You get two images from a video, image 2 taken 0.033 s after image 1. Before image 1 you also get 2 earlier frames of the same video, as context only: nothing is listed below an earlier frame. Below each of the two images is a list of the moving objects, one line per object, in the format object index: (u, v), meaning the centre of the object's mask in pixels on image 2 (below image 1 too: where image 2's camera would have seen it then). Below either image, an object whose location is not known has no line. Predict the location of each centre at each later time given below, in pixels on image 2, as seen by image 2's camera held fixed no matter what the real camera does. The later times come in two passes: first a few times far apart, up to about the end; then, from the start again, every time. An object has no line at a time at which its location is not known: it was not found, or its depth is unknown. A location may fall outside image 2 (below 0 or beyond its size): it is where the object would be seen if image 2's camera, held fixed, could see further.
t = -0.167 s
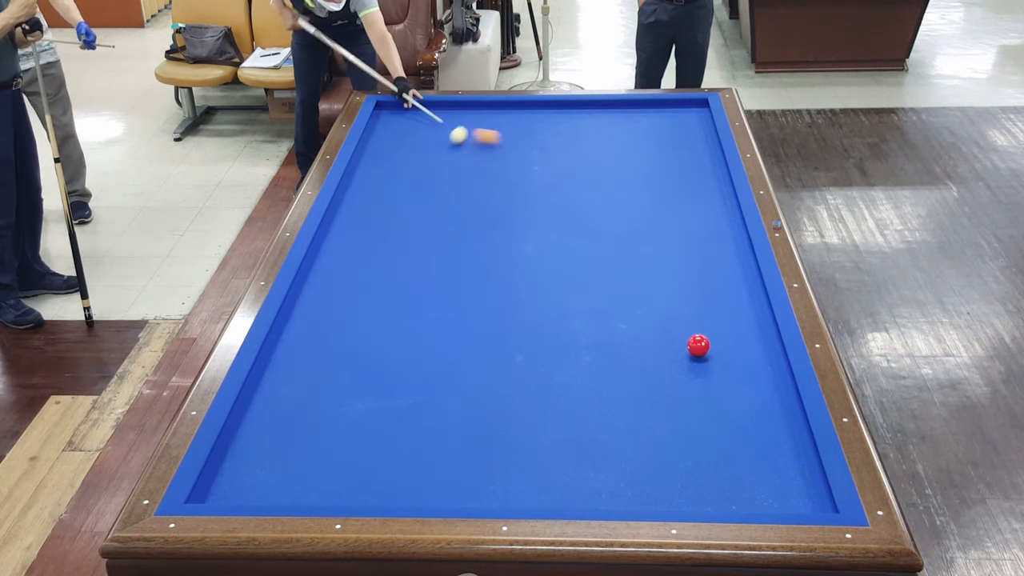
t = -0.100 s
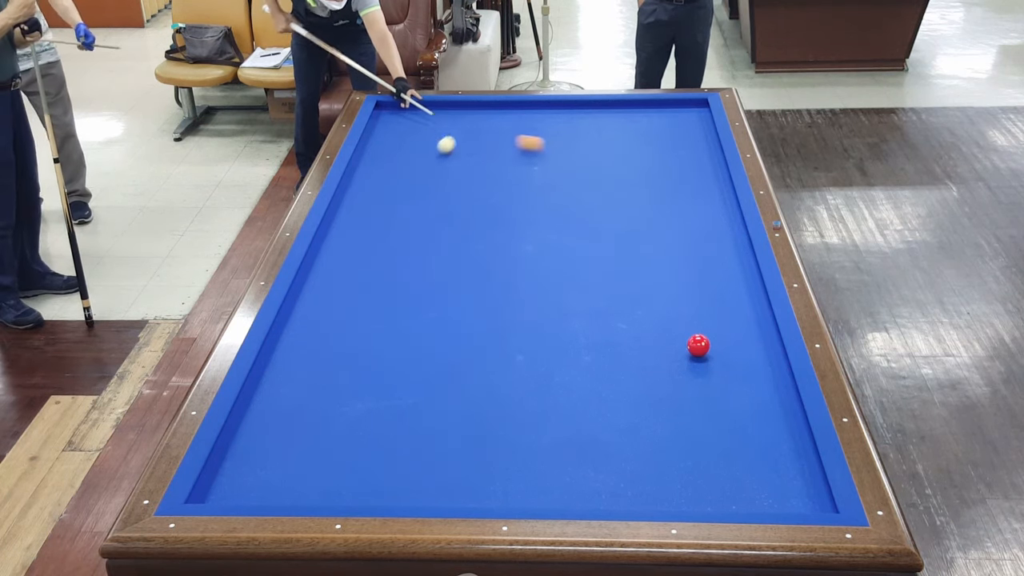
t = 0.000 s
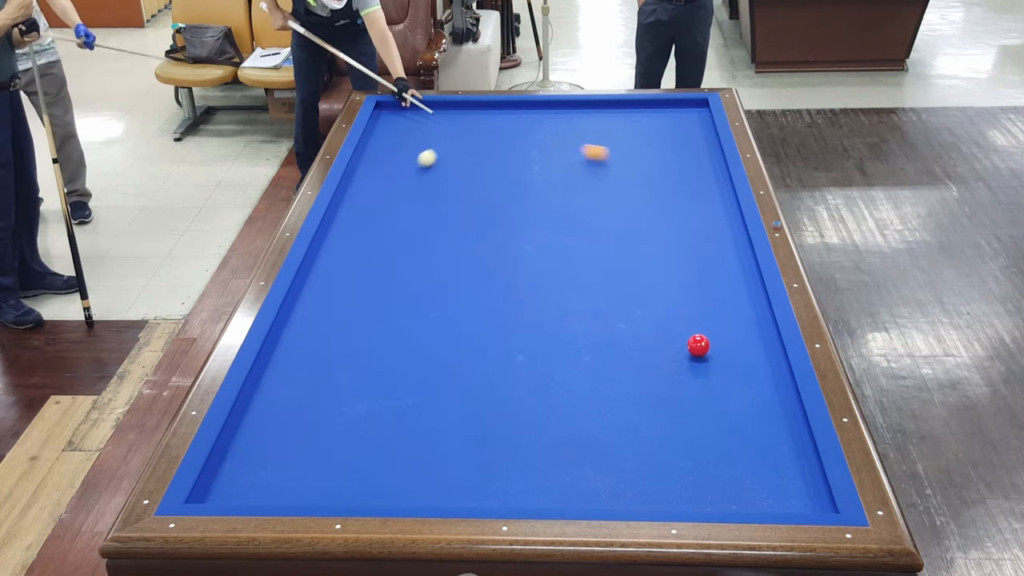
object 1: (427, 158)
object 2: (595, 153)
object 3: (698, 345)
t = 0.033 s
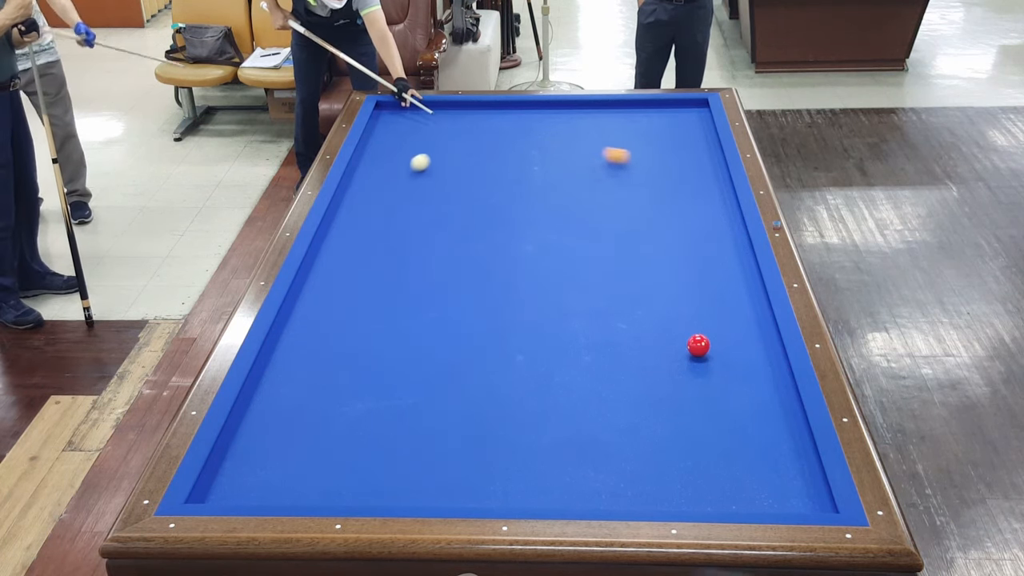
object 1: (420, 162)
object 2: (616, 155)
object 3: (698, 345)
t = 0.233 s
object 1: (376, 184)
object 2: (710, 173)
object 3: (698, 345)
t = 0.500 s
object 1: (354, 206)
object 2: (596, 192)
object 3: (698, 345)
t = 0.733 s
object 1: (372, 227)
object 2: (516, 209)
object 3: (698, 345)
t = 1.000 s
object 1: (393, 252)
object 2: (421, 229)
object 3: (698, 345)
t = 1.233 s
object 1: (412, 276)
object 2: (334, 247)
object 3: (698, 345)
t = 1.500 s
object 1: (436, 305)
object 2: (365, 260)
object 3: (698, 345)
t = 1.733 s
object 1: (459, 332)
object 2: (406, 270)
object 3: (698, 345)
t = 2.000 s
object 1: (487, 366)
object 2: (455, 282)
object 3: (698, 345)
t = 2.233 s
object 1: (514, 398)
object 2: (498, 293)
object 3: (698, 345)
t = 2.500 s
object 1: (548, 439)
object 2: (549, 305)
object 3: (698, 345)
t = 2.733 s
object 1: (580, 477)
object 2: (594, 317)
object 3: (698, 345)
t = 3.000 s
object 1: (631, 487)
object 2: (647, 329)
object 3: (698, 345)
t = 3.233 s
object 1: (680, 467)
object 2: (684, 336)
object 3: (709, 350)
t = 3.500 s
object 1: (732, 447)
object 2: (704, 336)
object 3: (739, 362)
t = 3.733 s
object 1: (775, 430)
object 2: (721, 335)
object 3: (766, 373)
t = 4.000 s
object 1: (773, 408)
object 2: (739, 334)
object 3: (779, 384)
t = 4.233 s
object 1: (736, 390)
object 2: (753, 333)
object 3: (773, 388)
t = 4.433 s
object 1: (704, 379)
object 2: (766, 333)
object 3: (774, 388)
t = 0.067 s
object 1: (413, 166)
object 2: (637, 159)
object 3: (698, 345)
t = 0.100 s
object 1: (406, 170)
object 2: (658, 162)
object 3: (698, 345)
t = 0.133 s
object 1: (399, 174)
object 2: (678, 165)
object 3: (698, 345)
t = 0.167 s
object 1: (391, 178)
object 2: (699, 168)
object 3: (698, 345)
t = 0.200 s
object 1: (384, 181)
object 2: (717, 170)
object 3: (698, 345)
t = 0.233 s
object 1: (376, 184)
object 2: (710, 173)
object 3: (698, 345)
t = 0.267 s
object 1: (369, 187)
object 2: (693, 175)
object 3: (698, 345)
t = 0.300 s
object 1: (361, 190)
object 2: (678, 178)
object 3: (698, 345)
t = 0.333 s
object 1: (353, 192)
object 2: (663, 180)
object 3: (698, 345)
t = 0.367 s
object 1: (345, 194)
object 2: (648, 182)
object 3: (698, 345)
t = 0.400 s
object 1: (342, 197)
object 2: (634, 185)
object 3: (698, 345)
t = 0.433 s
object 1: (346, 200)
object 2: (621, 188)
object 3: (698, 345)
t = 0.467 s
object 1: (351, 203)
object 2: (608, 190)
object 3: (698, 345)
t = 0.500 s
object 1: (354, 206)
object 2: (596, 192)
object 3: (698, 345)
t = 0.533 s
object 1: (357, 209)
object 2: (584, 195)
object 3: (698, 345)
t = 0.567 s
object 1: (360, 212)
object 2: (573, 197)
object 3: (698, 345)
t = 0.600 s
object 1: (362, 215)
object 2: (561, 199)
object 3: (698, 345)
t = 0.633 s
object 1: (365, 218)
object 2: (550, 202)
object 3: (698, 345)
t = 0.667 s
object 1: (367, 221)
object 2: (539, 204)
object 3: (698, 345)
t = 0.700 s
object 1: (370, 224)
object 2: (528, 207)
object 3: (698, 345)
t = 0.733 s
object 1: (372, 227)
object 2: (516, 209)
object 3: (698, 345)
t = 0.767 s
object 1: (374, 230)
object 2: (505, 211)
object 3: (698, 345)
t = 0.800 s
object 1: (377, 233)
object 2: (493, 214)
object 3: (698, 345)
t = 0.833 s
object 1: (380, 236)
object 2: (481, 216)
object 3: (698, 345)
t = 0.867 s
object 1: (382, 239)
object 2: (470, 219)
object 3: (698, 345)
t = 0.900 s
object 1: (385, 242)
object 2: (458, 222)
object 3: (698, 345)
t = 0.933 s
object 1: (387, 246)
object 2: (446, 224)
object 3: (698, 345)
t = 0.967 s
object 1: (390, 249)
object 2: (434, 226)
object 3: (698, 345)
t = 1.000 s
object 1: (393, 252)
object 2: (421, 229)
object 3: (698, 345)
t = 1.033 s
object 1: (395, 255)
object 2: (409, 232)
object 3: (698, 345)
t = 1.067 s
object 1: (398, 258)
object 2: (397, 234)
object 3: (698, 345)
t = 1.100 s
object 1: (401, 262)
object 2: (384, 237)
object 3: (698, 345)
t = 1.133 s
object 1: (404, 265)
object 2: (372, 239)
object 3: (698, 345)
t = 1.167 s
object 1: (406, 269)
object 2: (359, 242)
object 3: (698, 345)
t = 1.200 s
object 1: (409, 272)
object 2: (346, 245)
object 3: (698, 345)
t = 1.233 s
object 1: (412, 276)
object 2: (334, 247)
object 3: (698, 345)
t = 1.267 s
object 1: (415, 279)
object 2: (321, 250)
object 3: (698, 345)
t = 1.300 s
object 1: (418, 282)
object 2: (319, 252)
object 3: (698, 345)
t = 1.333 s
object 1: (421, 286)
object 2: (328, 253)
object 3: (698, 345)
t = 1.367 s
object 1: (424, 290)
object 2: (337, 255)
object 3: (698, 345)
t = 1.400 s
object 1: (427, 293)
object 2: (345, 256)
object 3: (698, 345)
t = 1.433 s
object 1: (430, 297)
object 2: (352, 257)
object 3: (698, 345)
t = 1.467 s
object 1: (433, 301)
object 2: (359, 259)
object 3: (698, 345)
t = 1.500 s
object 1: (436, 305)
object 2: (365, 260)
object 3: (698, 345)
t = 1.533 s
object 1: (439, 308)
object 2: (371, 262)
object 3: (698, 345)
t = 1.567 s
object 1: (443, 312)
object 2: (377, 263)
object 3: (698, 345)
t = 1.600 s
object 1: (446, 316)
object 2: (383, 265)
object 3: (698, 345)
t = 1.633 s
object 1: (449, 320)
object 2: (389, 266)
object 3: (698, 345)
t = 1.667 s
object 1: (452, 324)
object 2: (394, 268)
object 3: (698, 345)
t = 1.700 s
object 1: (456, 328)
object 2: (400, 269)
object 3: (698, 345)
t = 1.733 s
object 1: (459, 332)
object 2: (406, 270)
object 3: (698, 345)
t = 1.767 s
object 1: (462, 336)
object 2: (412, 272)
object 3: (698, 345)
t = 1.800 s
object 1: (466, 340)
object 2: (418, 273)
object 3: (698, 345)
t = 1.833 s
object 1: (469, 344)
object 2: (424, 275)
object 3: (698, 345)
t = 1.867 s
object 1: (473, 348)
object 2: (431, 276)
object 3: (698, 345)
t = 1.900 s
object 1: (476, 353)
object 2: (436, 278)
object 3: (698, 345)
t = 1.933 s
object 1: (480, 357)
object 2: (442, 279)
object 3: (698, 345)
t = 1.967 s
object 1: (483, 361)
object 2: (448, 281)
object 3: (698, 345)
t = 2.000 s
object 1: (487, 366)
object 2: (455, 282)
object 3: (698, 345)
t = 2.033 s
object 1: (491, 371)
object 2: (461, 284)
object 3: (698, 345)
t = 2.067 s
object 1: (495, 375)
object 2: (467, 285)
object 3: (698, 345)
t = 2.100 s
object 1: (499, 379)
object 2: (473, 287)
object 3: (698, 345)
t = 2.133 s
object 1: (502, 384)
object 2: (479, 288)
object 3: (698, 345)
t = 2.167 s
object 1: (506, 389)
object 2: (485, 290)
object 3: (698, 345)
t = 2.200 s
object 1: (510, 394)
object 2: (492, 291)
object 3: (698, 345)
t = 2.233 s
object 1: (514, 398)
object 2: (498, 293)
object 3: (698, 345)
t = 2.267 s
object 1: (519, 403)
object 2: (504, 294)
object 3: (698, 345)
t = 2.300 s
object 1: (522, 408)
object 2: (510, 296)
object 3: (698, 345)
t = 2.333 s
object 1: (526, 413)
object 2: (517, 297)
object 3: (698, 345)
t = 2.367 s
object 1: (531, 418)
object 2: (523, 299)
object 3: (698, 345)
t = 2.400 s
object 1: (535, 423)
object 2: (529, 300)
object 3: (698, 345)
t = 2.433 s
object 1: (539, 428)
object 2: (536, 302)
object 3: (698, 345)
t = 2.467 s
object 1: (544, 433)
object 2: (542, 303)
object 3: (698, 345)
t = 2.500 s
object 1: (548, 439)
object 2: (549, 305)
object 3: (698, 345)
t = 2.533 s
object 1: (553, 444)
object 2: (555, 307)
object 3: (698, 345)
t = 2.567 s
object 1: (557, 449)
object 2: (562, 308)
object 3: (698, 345)
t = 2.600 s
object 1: (562, 455)
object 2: (568, 310)
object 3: (698, 345)
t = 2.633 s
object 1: (566, 460)
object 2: (575, 312)
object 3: (698, 345)
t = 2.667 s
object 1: (571, 466)
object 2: (581, 313)
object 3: (698, 345)
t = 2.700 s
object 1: (576, 471)
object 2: (588, 315)
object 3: (698, 345)
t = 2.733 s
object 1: (580, 477)
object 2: (594, 317)
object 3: (698, 345)
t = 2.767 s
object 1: (585, 483)
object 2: (601, 318)
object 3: (698, 345)
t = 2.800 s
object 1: (590, 489)
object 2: (607, 320)
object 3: (698, 345)
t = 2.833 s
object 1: (595, 494)
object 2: (614, 321)
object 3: (698, 345)
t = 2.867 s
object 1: (600, 498)
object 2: (621, 323)
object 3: (698, 345)
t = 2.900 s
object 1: (608, 496)
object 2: (627, 325)
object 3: (698, 345)
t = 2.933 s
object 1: (616, 493)
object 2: (634, 326)
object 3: (698, 345)
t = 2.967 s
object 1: (623, 490)
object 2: (641, 328)
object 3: (698, 345)
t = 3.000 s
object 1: (631, 487)
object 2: (647, 329)
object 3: (698, 345)
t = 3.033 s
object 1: (638, 484)
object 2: (654, 331)
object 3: (698, 345)
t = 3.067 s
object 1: (645, 481)
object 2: (661, 333)
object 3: (698, 345)
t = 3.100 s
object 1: (652, 478)
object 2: (668, 334)
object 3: (698, 345)
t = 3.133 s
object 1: (659, 475)
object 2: (675, 336)
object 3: (698, 345)
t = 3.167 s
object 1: (666, 473)
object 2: (680, 337)
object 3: (699, 345)
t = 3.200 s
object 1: (673, 470)
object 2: (682, 337)
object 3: (704, 348)
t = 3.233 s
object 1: (680, 467)
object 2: (684, 336)
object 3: (709, 350)
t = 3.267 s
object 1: (686, 465)
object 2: (687, 336)
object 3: (713, 351)
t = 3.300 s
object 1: (693, 462)
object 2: (689, 336)
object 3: (717, 353)
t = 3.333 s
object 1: (700, 459)
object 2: (692, 336)
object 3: (721, 354)
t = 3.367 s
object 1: (706, 457)
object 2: (695, 336)
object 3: (724, 356)
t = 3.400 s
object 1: (713, 454)
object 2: (697, 336)
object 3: (728, 357)
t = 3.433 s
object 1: (720, 452)
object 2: (699, 336)
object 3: (732, 359)
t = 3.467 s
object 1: (726, 449)
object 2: (702, 336)
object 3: (736, 360)
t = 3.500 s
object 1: (732, 447)
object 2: (704, 336)
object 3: (739, 362)
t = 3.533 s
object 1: (739, 444)
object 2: (707, 336)
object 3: (743, 364)
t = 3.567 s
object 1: (745, 442)
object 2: (709, 335)
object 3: (747, 365)
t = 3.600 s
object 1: (751, 439)
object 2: (711, 335)
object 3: (750, 367)
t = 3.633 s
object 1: (757, 437)
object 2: (714, 335)
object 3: (754, 368)
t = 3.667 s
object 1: (763, 435)
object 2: (716, 335)
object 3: (758, 370)
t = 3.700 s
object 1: (769, 432)
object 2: (718, 335)
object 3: (762, 372)
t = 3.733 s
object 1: (775, 430)
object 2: (721, 335)
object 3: (766, 373)
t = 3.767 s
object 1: (781, 427)
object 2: (723, 335)
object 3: (769, 375)
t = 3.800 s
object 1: (787, 425)
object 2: (725, 335)
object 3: (773, 377)
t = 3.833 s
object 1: (793, 423)
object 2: (727, 334)
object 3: (777, 378)
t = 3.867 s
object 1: (793, 420)
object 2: (730, 334)
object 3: (781, 379)
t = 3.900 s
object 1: (787, 417)
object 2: (732, 334)
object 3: (783, 381)
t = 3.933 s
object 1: (782, 414)
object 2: (734, 334)
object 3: (782, 382)
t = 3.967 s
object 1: (778, 411)
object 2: (736, 334)
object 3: (780, 383)
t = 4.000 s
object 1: (773, 408)
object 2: (739, 334)
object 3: (779, 384)
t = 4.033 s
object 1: (768, 405)
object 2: (741, 334)
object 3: (778, 384)
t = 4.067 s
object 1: (764, 401)
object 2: (743, 334)
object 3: (776, 385)
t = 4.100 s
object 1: (759, 398)
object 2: (745, 334)
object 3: (775, 386)
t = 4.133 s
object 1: (754, 396)
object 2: (747, 334)
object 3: (774, 387)
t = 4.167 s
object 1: (748, 394)
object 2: (749, 333)
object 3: (773, 388)
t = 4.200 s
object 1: (742, 392)
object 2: (751, 333)
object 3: (773, 388)
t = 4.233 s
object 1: (736, 390)
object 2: (753, 333)
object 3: (773, 388)
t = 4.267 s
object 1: (731, 389)
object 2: (755, 333)
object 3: (773, 388)
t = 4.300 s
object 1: (725, 387)
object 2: (757, 333)
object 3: (774, 388)
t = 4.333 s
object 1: (720, 385)
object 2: (760, 333)
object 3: (773, 388)
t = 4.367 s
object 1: (715, 383)
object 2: (762, 333)
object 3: (774, 388)
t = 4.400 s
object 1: (709, 381)
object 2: (764, 333)
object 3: (774, 388)
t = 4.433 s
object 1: (704, 379)
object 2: (766, 333)
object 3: (774, 388)
